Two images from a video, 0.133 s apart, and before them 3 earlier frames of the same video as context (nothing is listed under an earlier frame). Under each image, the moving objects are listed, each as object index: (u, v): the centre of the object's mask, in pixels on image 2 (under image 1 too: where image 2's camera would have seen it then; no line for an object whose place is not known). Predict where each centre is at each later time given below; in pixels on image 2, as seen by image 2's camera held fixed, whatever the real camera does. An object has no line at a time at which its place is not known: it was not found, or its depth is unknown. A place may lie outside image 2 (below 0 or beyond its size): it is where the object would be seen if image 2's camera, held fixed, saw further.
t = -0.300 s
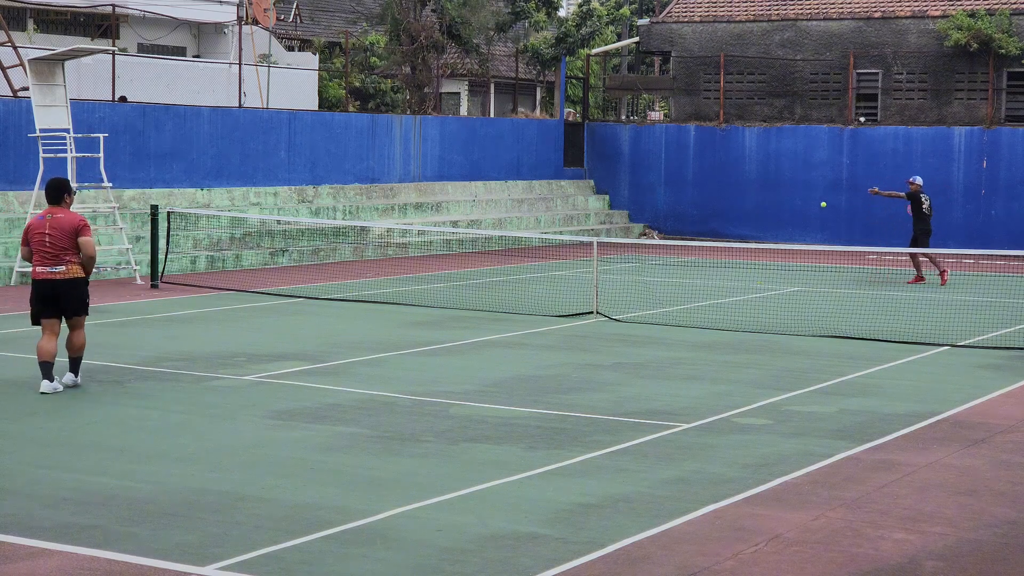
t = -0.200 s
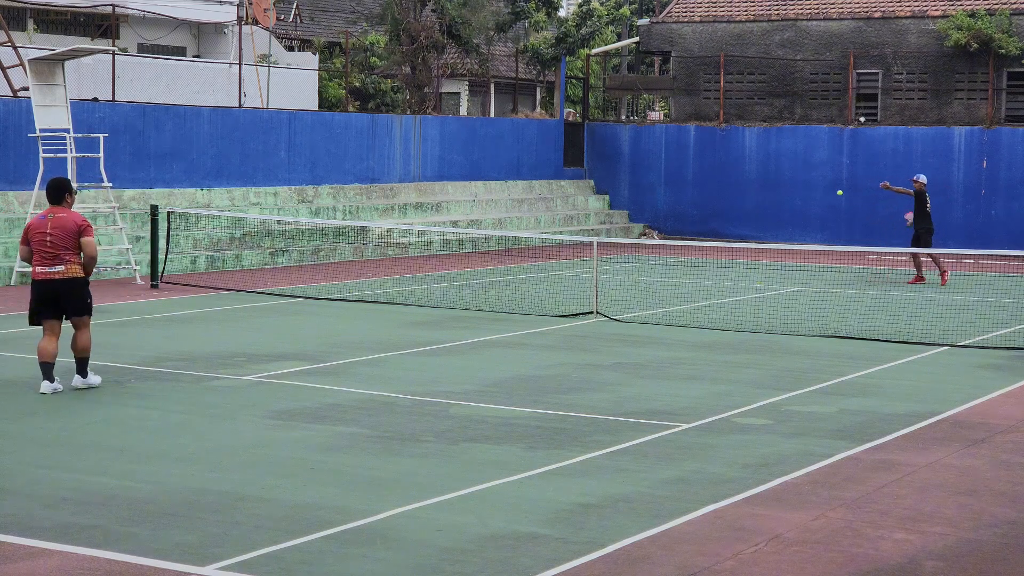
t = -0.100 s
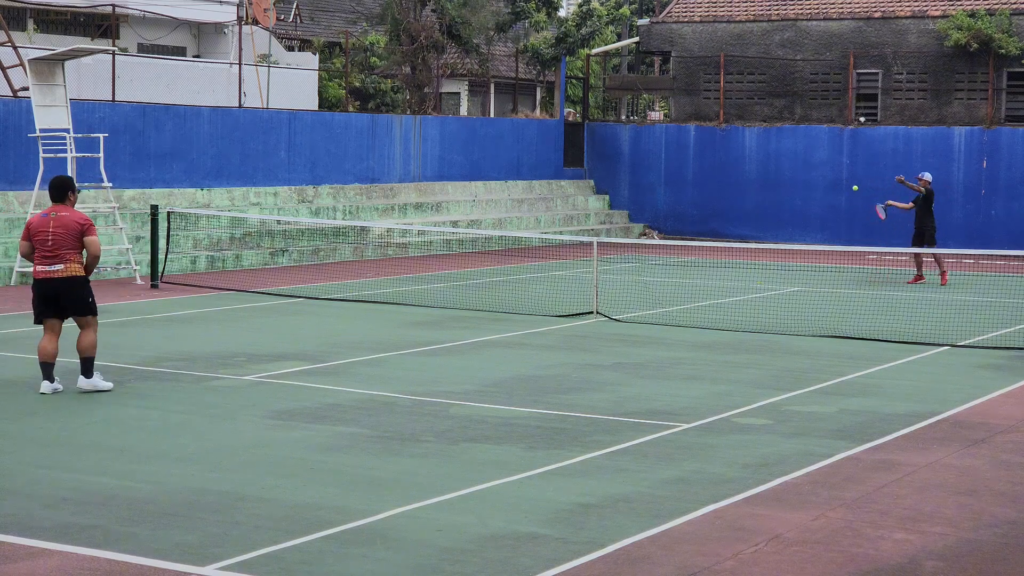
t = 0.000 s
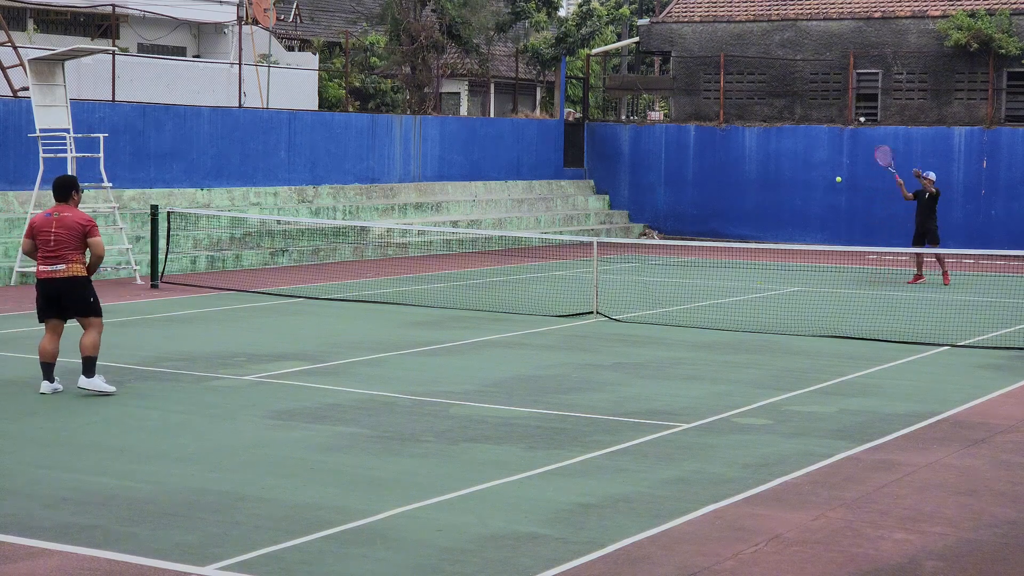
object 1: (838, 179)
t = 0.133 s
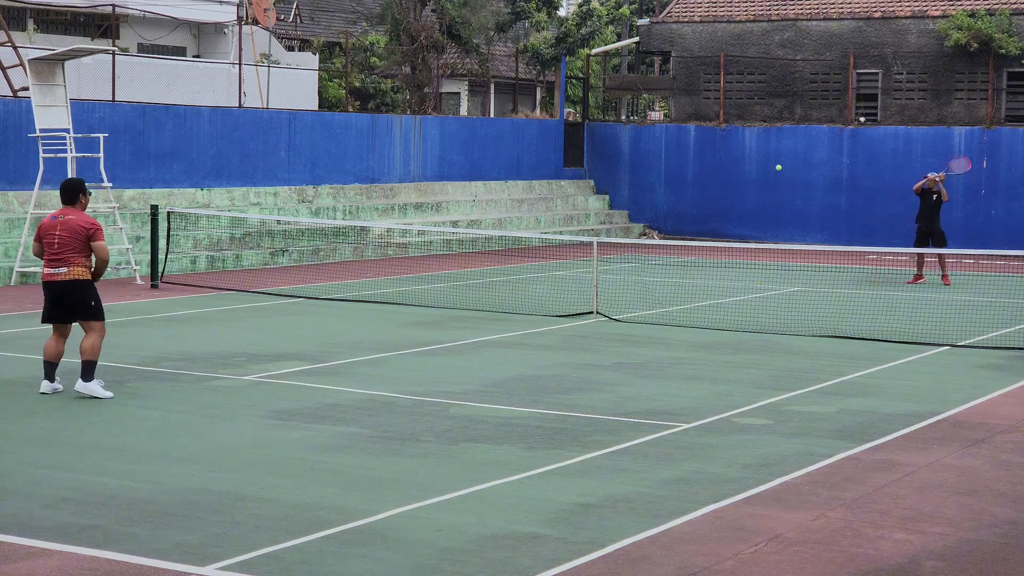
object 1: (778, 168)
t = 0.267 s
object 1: (712, 169)
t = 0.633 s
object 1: (482, 264)
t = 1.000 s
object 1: (246, 260)
